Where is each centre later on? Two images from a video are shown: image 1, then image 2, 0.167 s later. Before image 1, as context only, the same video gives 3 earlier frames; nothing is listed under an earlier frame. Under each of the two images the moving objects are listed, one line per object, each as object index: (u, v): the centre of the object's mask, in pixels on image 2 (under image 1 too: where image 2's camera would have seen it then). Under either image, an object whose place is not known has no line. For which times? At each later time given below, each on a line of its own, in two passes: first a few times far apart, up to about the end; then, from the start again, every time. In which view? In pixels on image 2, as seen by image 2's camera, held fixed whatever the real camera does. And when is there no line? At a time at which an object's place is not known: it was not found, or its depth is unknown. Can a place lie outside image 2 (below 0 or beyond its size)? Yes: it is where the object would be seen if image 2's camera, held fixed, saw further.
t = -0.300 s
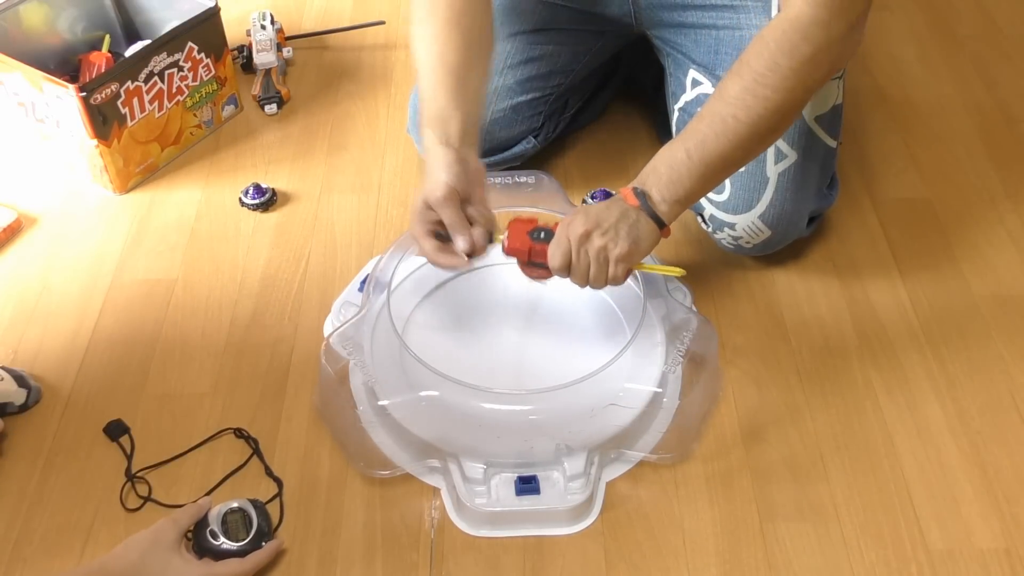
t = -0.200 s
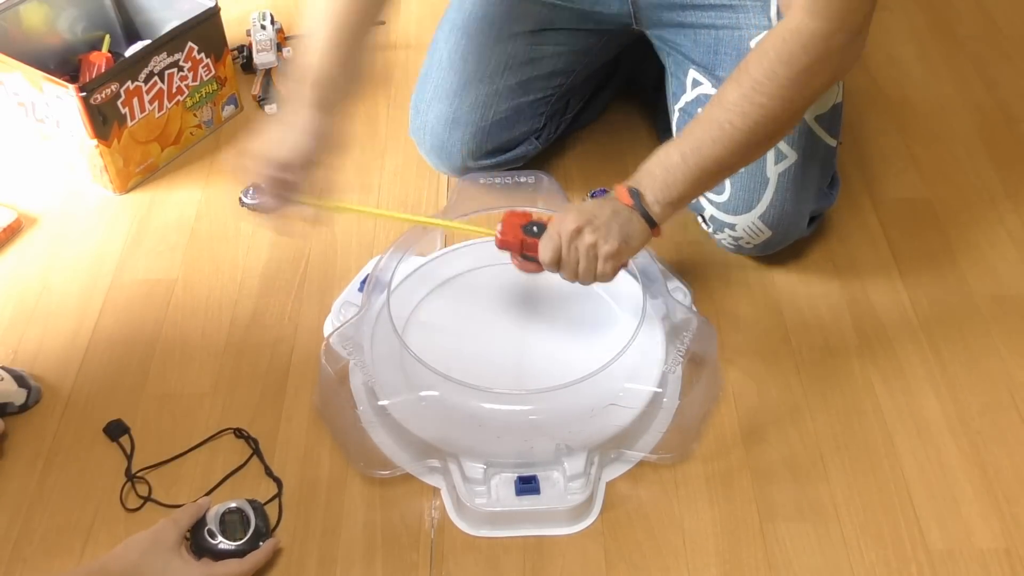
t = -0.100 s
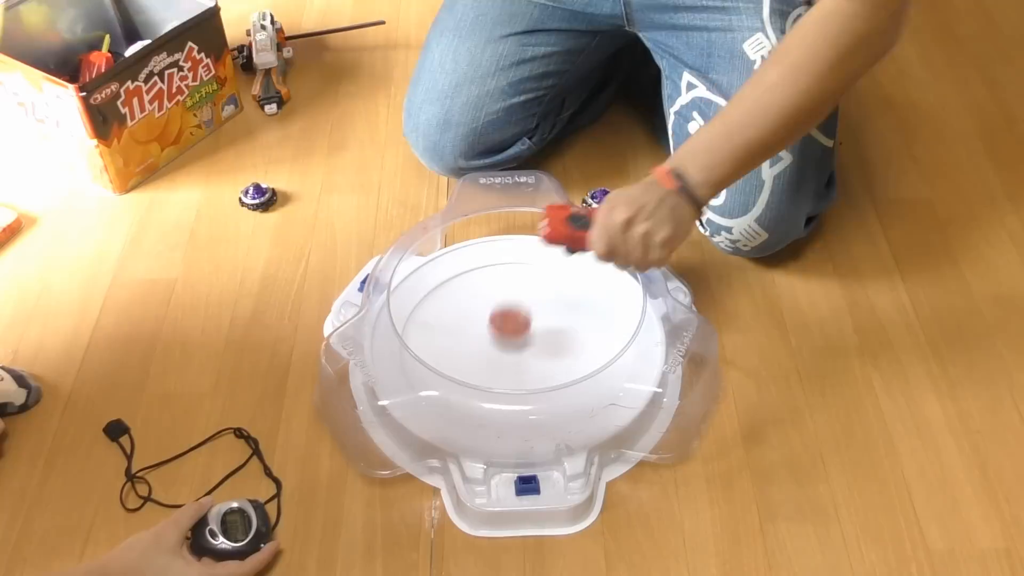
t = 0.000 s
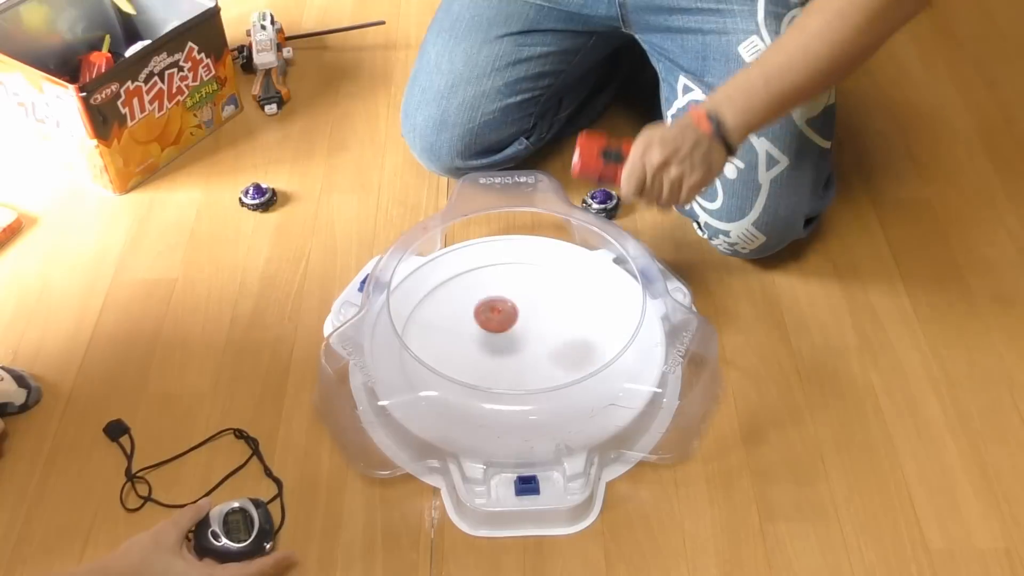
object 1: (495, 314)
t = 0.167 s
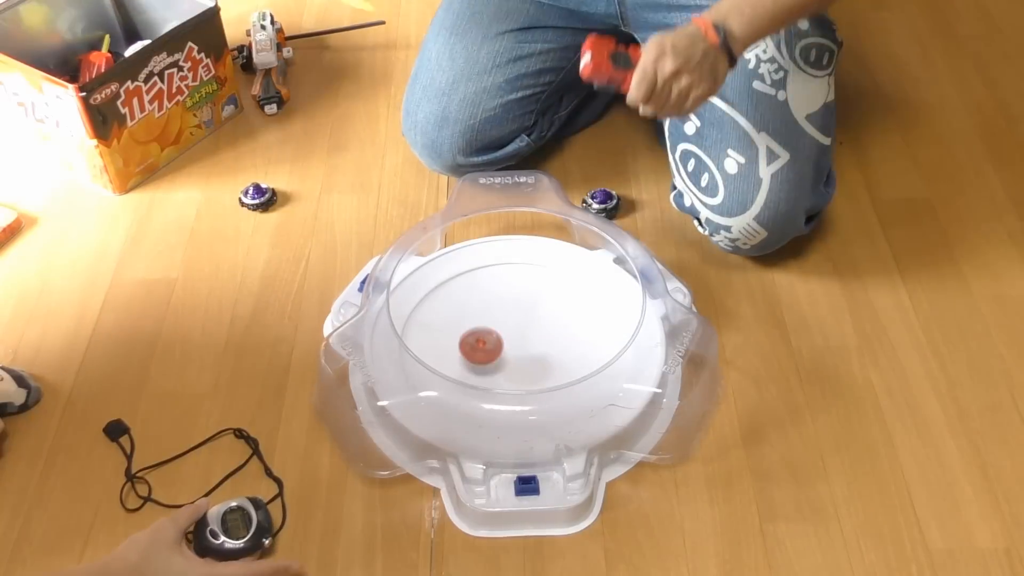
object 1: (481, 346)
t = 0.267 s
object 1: (483, 355)
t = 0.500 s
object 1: (524, 355)
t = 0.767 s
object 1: (526, 316)
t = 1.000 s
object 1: (478, 323)
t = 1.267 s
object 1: (510, 359)
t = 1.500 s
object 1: (552, 333)
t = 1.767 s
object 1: (511, 302)
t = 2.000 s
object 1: (483, 336)
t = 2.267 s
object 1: (538, 361)
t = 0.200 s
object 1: (480, 353)
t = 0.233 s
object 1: (481, 352)
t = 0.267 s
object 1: (483, 355)
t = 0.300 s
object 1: (486, 356)
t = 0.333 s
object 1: (491, 357)
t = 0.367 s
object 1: (496, 357)
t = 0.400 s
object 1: (502, 358)
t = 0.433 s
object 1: (510, 358)
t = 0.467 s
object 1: (517, 357)
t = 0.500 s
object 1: (524, 355)
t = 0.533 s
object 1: (529, 352)
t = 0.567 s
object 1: (534, 348)
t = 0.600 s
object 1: (537, 343)
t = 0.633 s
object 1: (538, 337)
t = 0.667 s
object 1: (538, 331)
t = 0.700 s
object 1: (536, 326)
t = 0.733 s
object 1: (531, 320)
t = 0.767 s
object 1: (526, 316)
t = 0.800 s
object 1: (519, 313)
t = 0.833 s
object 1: (512, 311)
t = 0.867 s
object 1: (504, 311)
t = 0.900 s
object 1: (496, 312)
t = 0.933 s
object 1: (489, 314)
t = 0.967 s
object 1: (483, 318)
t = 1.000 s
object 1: (478, 323)
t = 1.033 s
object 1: (475, 329)
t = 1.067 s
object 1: (475, 334)
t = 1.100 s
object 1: (477, 340)
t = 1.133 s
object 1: (481, 346)
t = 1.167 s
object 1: (486, 351)
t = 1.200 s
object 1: (493, 355)
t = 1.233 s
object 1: (501, 357)
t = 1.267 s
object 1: (510, 359)
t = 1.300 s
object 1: (519, 359)
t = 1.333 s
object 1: (528, 358)
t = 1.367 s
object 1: (536, 355)
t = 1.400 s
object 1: (543, 351)
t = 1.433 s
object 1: (548, 346)
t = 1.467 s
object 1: (551, 339)
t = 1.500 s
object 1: (552, 333)
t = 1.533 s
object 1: (552, 326)
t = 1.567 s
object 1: (550, 320)
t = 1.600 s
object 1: (547, 314)
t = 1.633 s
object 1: (542, 309)
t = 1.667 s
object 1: (535, 305)
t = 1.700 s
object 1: (527, 302)
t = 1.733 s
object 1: (519, 301)
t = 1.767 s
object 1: (511, 302)
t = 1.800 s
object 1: (503, 305)
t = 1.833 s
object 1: (496, 308)
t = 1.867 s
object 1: (490, 312)
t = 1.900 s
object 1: (485, 318)
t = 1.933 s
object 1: (483, 323)
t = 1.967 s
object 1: (482, 329)
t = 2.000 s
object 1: (483, 336)
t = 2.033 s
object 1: (485, 342)
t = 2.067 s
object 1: (490, 348)
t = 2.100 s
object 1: (496, 353)
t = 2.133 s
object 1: (503, 357)
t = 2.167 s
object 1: (511, 360)
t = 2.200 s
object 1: (520, 362)
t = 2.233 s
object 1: (529, 362)
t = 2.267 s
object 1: (538, 361)
